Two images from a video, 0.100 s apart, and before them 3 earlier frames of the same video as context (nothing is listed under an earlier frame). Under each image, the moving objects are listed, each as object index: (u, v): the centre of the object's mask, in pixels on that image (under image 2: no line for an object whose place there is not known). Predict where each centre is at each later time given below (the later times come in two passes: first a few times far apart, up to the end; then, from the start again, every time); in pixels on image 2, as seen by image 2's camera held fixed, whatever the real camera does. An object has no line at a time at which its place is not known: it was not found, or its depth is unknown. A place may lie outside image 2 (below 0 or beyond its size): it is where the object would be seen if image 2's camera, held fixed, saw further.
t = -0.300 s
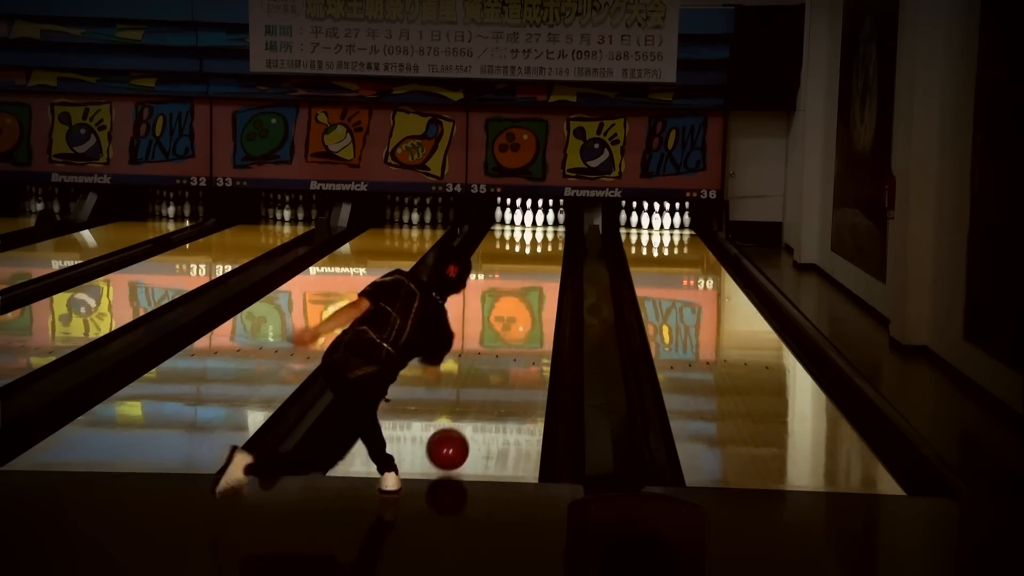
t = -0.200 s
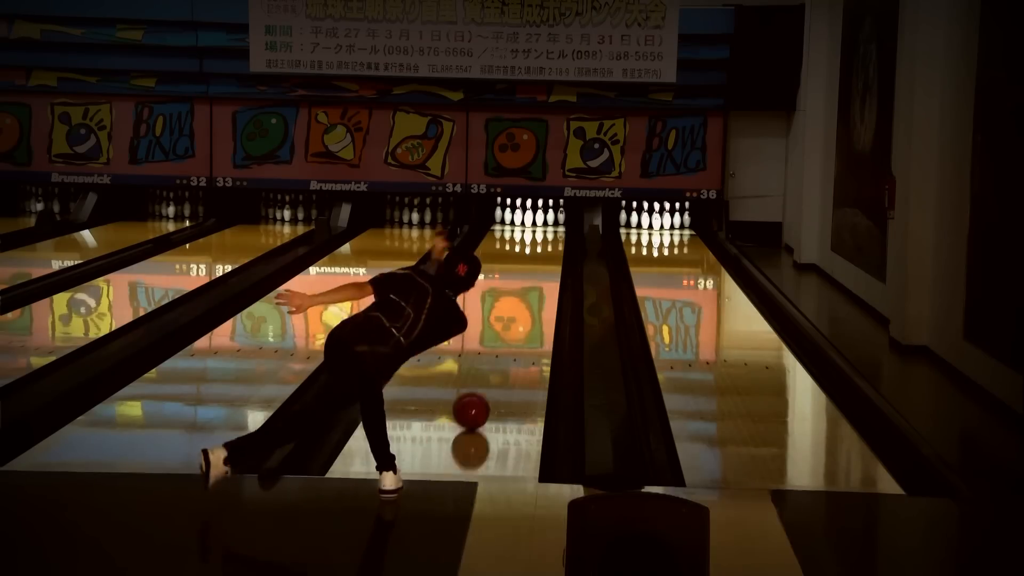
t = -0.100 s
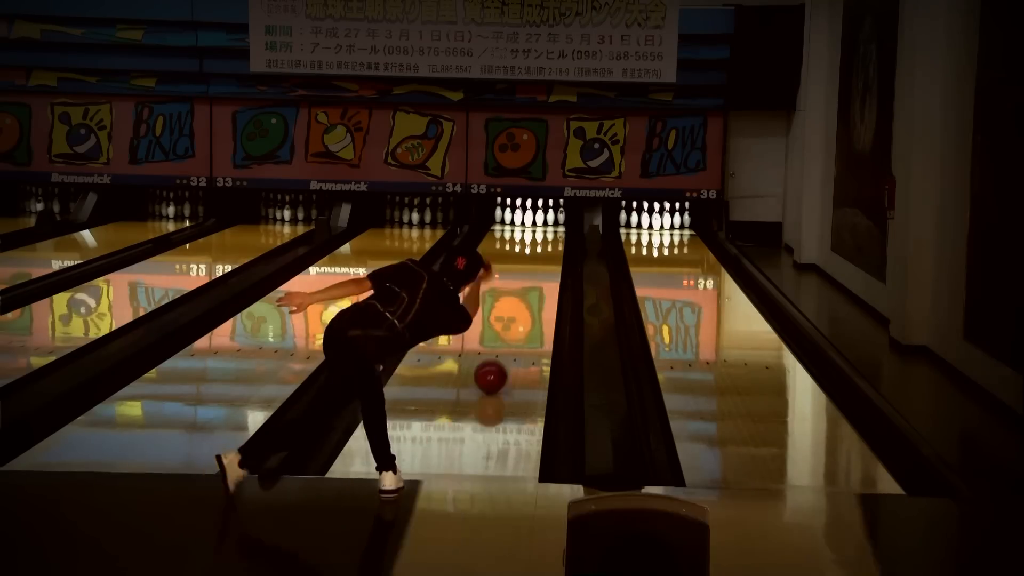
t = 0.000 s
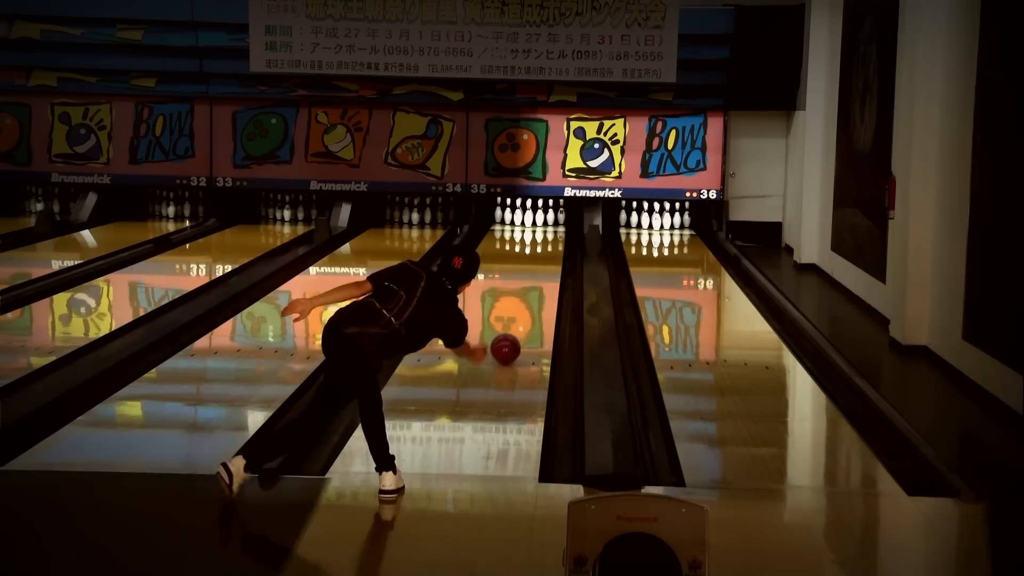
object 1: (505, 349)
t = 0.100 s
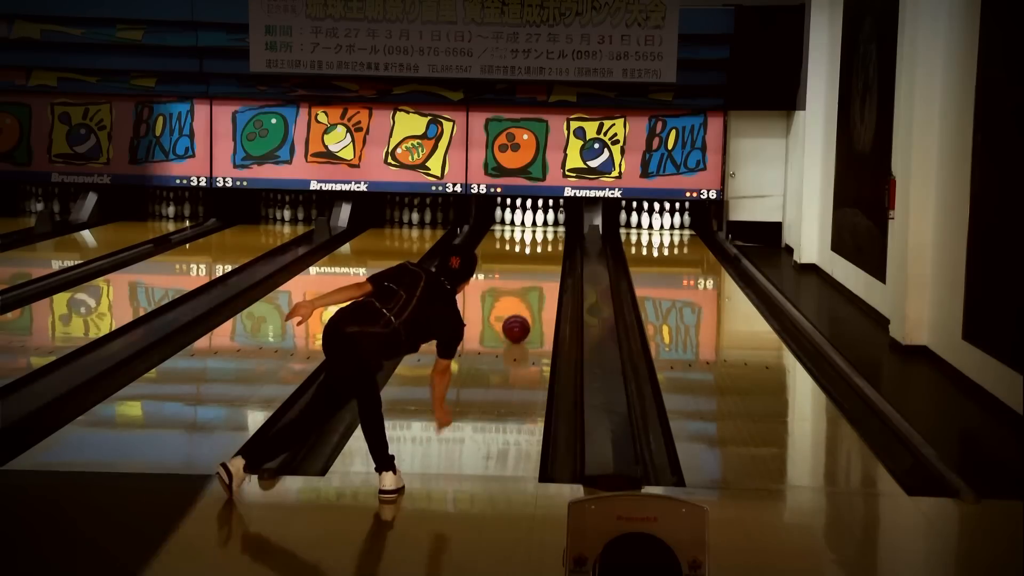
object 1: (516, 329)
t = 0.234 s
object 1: (529, 303)
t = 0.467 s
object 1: (543, 272)
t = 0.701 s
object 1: (551, 249)
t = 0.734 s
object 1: (551, 245)
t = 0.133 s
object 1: (520, 321)
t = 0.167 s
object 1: (523, 314)
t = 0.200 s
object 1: (526, 309)
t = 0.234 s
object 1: (529, 303)
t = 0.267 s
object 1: (531, 299)
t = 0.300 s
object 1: (534, 293)
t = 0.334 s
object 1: (536, 288)
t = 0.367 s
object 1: (538, 284)
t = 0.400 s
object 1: (540, 279)
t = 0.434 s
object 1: (541, 276)
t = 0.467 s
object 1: (543, 272)
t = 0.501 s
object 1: (545, 268)
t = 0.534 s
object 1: (546, 265)
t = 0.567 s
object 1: (547, 261)
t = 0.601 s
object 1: (548, 258)
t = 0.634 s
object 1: (549, 254)
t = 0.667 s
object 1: (550, 251)
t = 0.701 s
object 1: (551, 249)
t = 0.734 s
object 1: (551, 245)
